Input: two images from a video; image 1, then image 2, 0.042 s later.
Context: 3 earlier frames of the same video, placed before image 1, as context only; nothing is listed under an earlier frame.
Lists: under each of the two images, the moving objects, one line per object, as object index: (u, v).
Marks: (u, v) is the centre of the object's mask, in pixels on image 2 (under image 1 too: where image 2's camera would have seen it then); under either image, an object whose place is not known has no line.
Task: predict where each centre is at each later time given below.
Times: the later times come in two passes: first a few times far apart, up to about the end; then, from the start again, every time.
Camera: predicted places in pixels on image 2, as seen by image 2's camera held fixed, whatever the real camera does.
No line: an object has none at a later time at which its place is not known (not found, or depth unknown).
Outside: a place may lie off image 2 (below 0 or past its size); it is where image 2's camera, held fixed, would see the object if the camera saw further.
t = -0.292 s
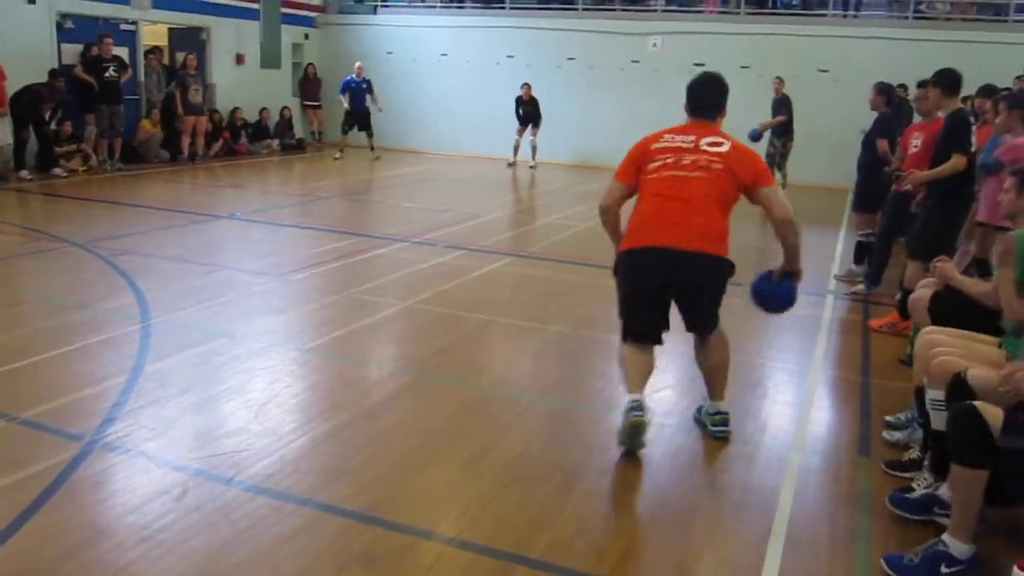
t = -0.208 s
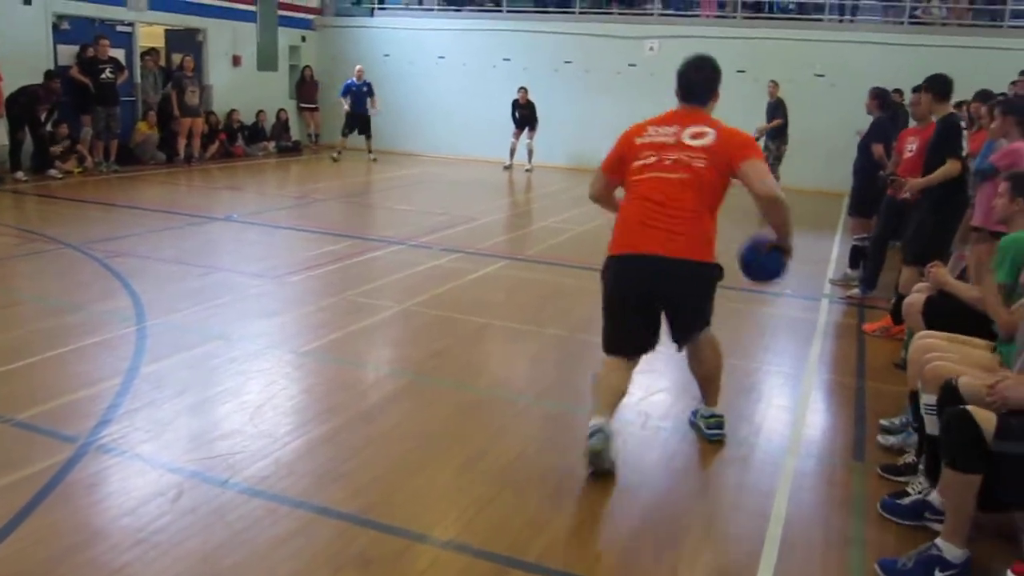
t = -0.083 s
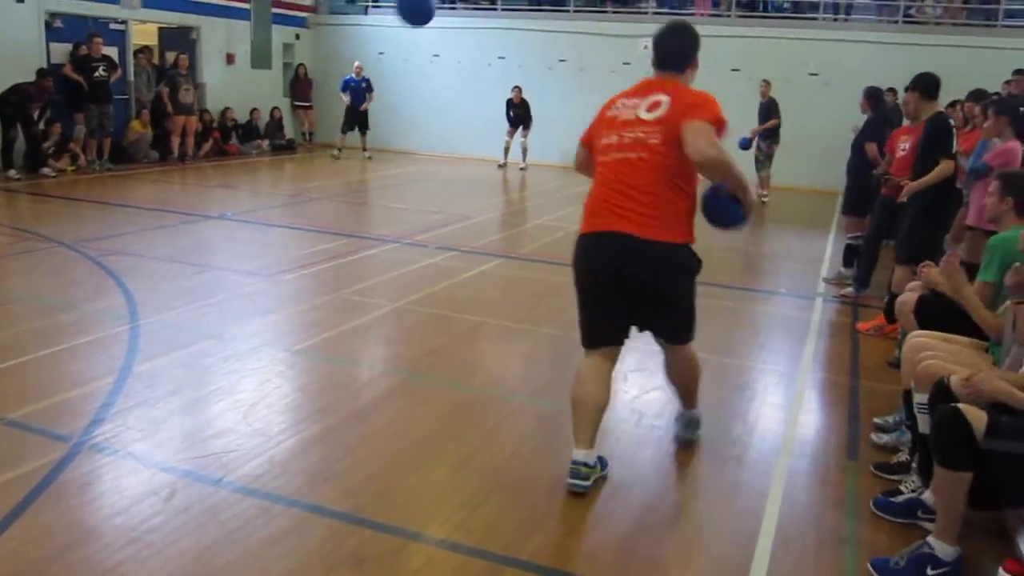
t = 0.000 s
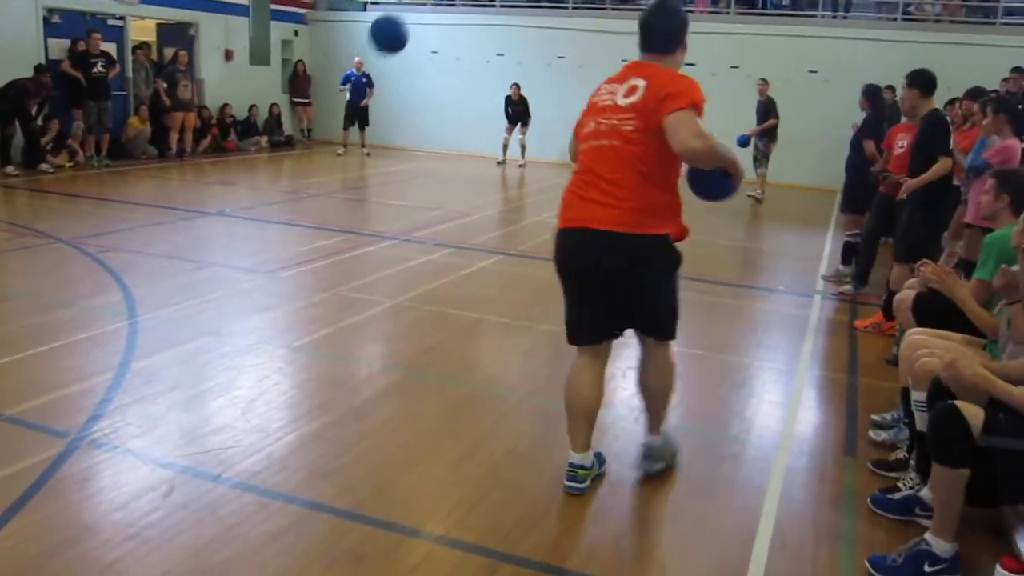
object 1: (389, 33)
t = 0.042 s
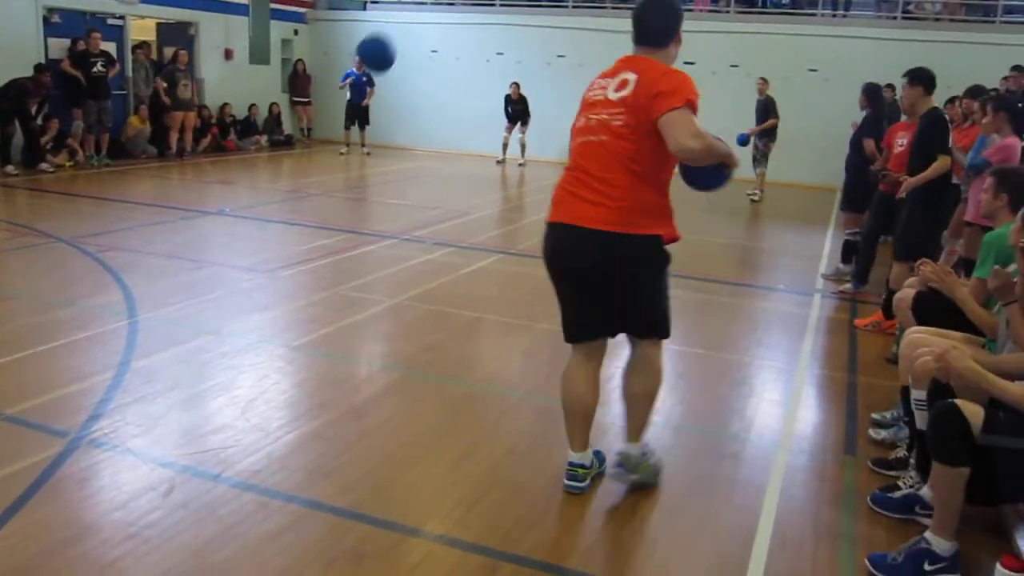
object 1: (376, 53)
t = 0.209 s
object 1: (326, 164)
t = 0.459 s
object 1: (258, 285)
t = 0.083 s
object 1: (363, 76)
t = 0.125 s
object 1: (351, 104)
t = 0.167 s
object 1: (338, 133)
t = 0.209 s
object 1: (326, 164)
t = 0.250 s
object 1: (315, 200)
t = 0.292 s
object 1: (304, 236)
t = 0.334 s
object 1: (293, 275)
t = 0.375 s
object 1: (283, 315)
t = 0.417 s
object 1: (270, 308)
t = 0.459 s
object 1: (258, 285)
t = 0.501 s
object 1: (245, 265)
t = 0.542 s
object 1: (232, 248)
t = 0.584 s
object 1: (219, 233)
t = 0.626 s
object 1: (206, 222)
